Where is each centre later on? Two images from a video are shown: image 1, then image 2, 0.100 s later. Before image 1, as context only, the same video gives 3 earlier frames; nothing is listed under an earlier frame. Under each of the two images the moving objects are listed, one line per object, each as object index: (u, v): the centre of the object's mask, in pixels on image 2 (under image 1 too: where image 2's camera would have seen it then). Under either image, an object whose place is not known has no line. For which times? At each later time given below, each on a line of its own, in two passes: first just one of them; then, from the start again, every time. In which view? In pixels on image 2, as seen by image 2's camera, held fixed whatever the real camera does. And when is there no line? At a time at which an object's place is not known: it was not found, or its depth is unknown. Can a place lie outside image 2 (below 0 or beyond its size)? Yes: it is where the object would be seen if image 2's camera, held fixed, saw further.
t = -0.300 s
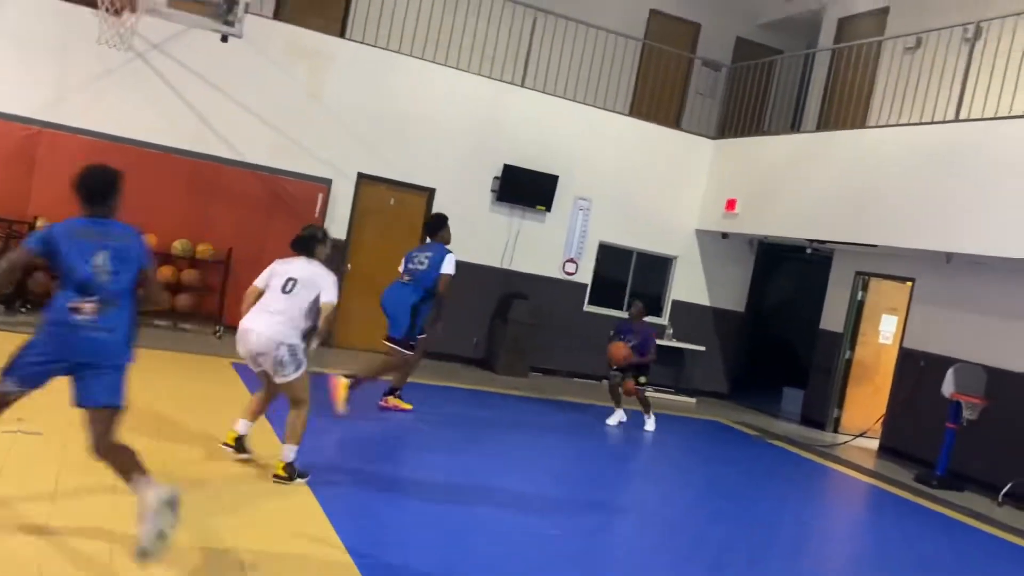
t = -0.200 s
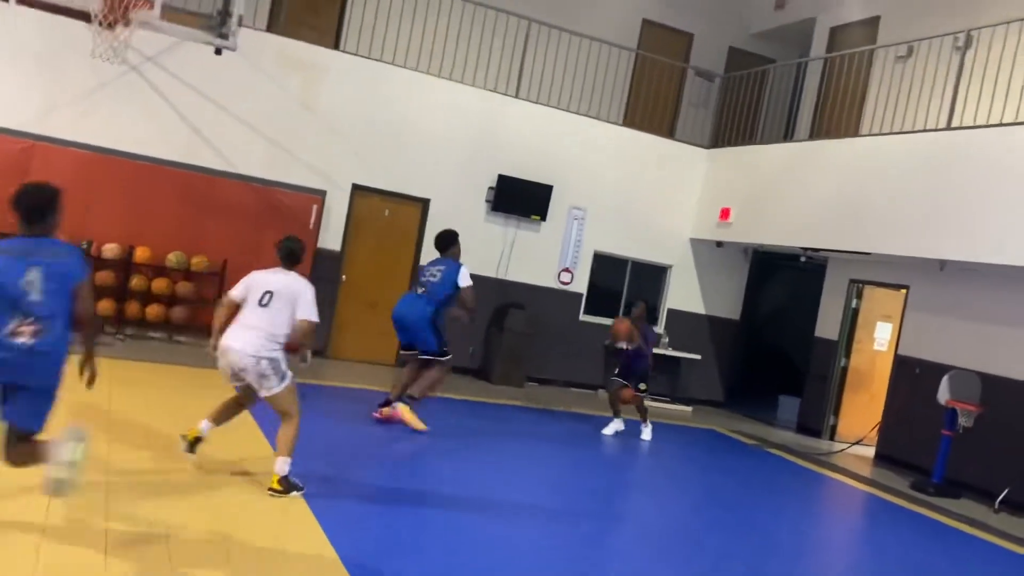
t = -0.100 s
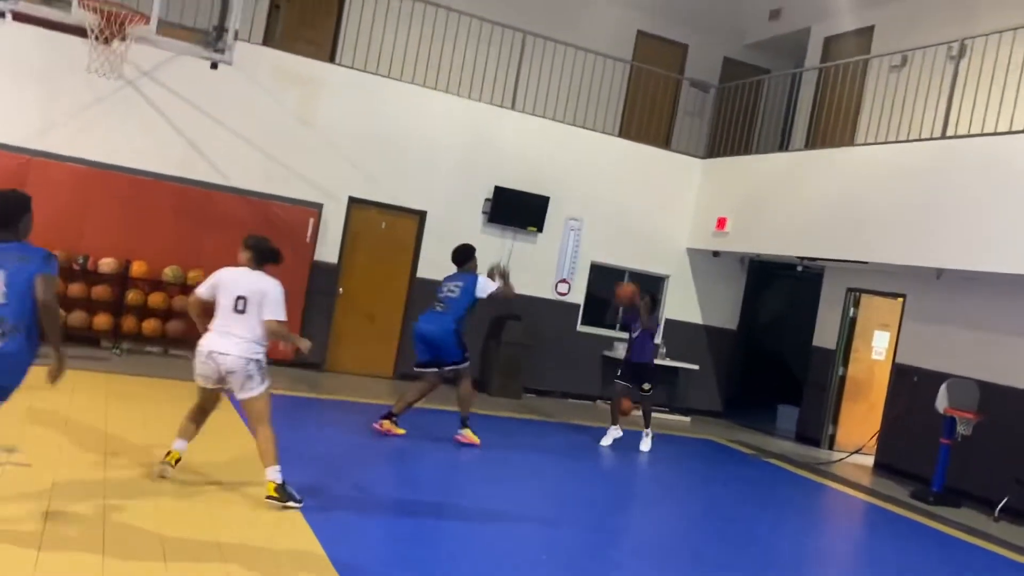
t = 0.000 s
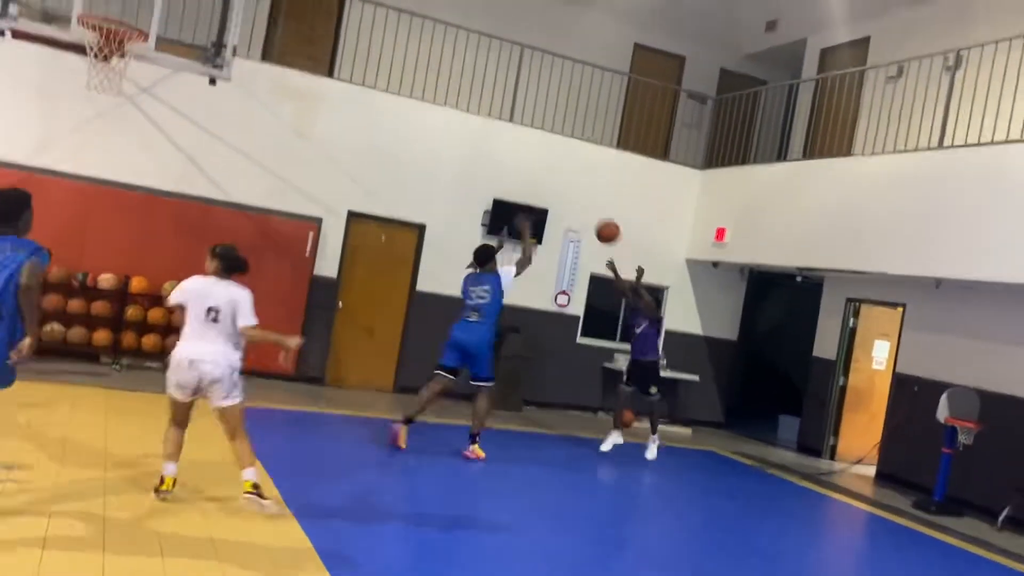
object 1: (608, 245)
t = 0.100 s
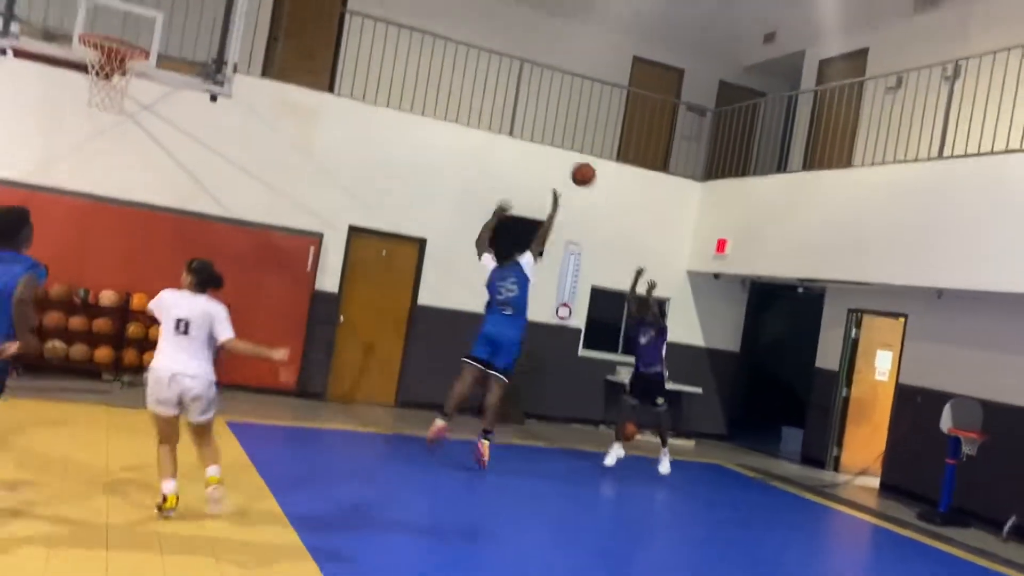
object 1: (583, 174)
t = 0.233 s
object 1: (547, 94)
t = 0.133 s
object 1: (574, 152)
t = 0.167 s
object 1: (565, 132)
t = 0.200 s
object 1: (556, 113)
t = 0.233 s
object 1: (547, 94)
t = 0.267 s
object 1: (536, 75)
